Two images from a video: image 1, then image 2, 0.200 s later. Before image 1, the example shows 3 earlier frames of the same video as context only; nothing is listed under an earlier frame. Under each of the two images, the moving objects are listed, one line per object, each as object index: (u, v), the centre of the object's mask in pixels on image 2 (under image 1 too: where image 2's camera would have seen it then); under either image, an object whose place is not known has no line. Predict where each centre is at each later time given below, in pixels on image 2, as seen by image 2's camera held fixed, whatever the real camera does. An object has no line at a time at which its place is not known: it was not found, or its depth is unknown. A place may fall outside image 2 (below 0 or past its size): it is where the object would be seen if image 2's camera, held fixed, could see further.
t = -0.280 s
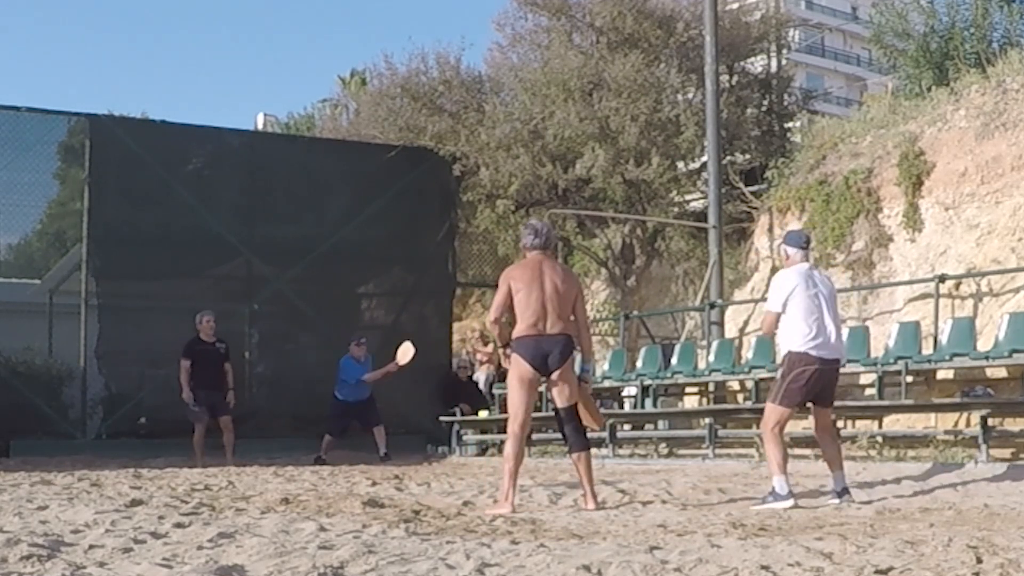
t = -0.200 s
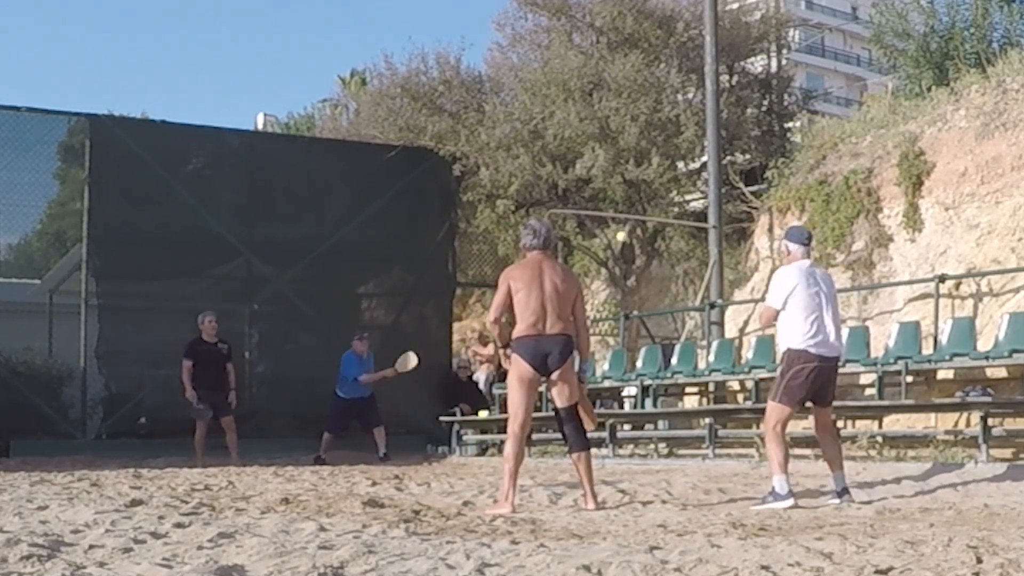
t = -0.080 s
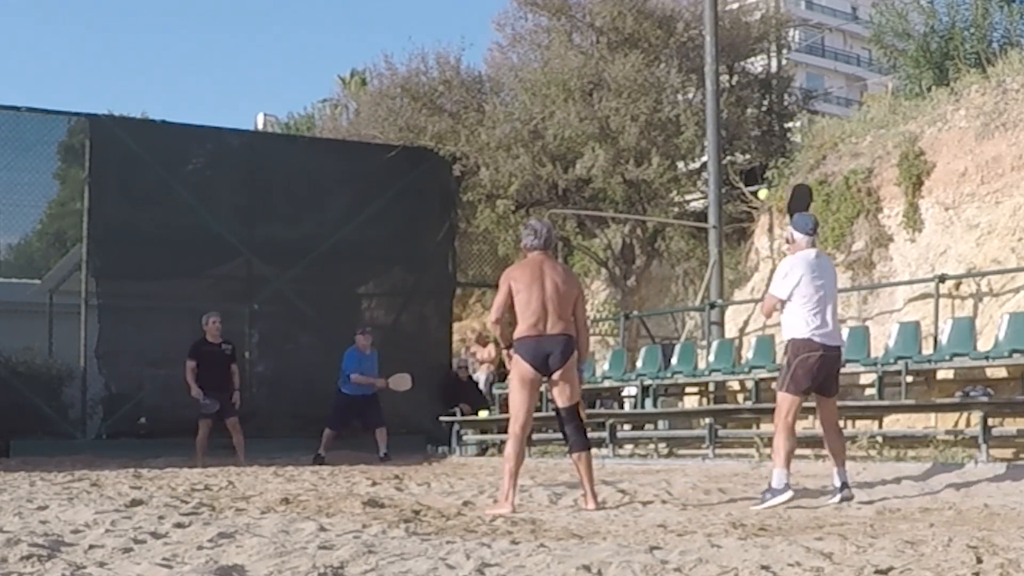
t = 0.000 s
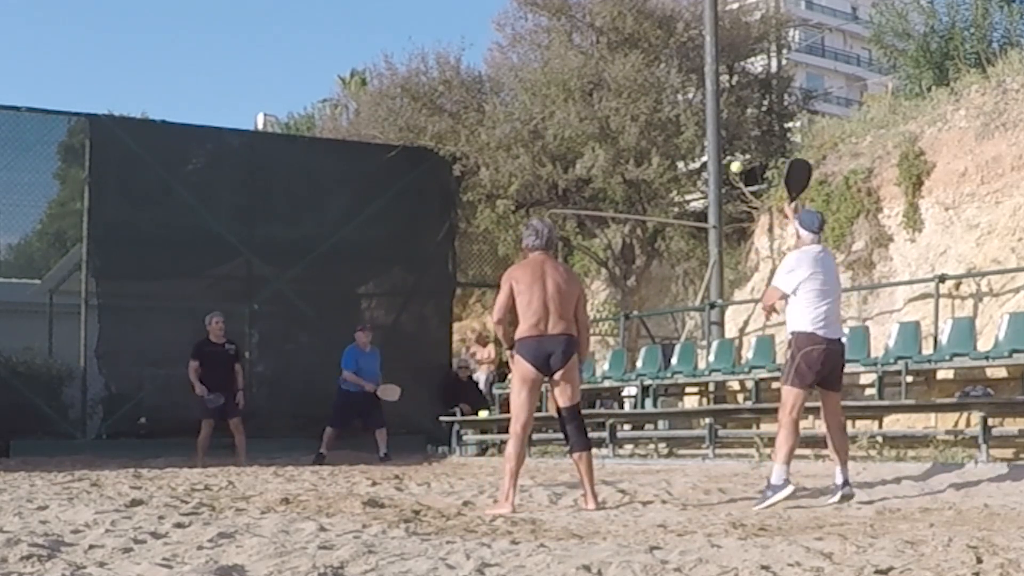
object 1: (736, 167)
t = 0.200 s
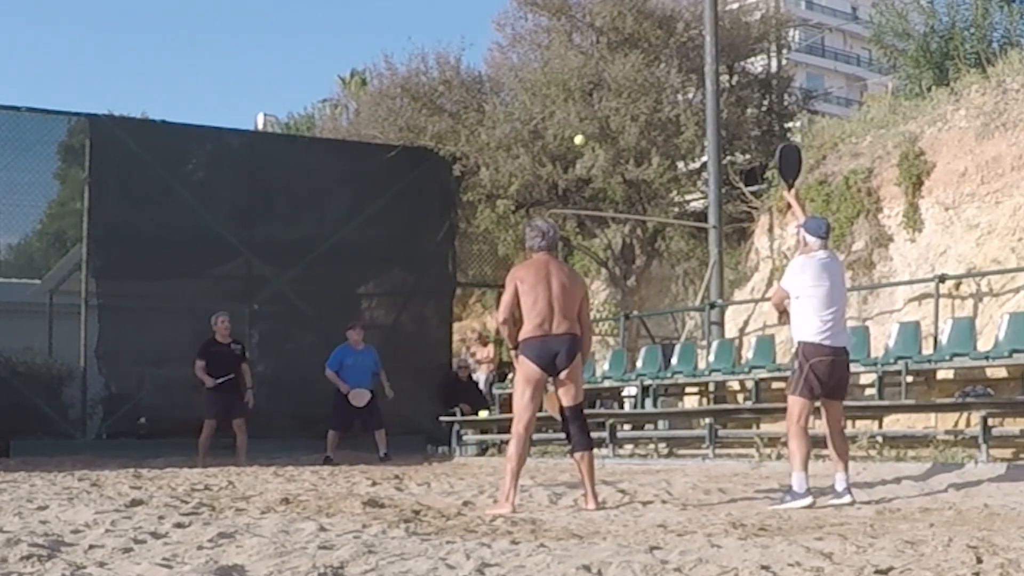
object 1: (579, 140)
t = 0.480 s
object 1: (418, 185)
